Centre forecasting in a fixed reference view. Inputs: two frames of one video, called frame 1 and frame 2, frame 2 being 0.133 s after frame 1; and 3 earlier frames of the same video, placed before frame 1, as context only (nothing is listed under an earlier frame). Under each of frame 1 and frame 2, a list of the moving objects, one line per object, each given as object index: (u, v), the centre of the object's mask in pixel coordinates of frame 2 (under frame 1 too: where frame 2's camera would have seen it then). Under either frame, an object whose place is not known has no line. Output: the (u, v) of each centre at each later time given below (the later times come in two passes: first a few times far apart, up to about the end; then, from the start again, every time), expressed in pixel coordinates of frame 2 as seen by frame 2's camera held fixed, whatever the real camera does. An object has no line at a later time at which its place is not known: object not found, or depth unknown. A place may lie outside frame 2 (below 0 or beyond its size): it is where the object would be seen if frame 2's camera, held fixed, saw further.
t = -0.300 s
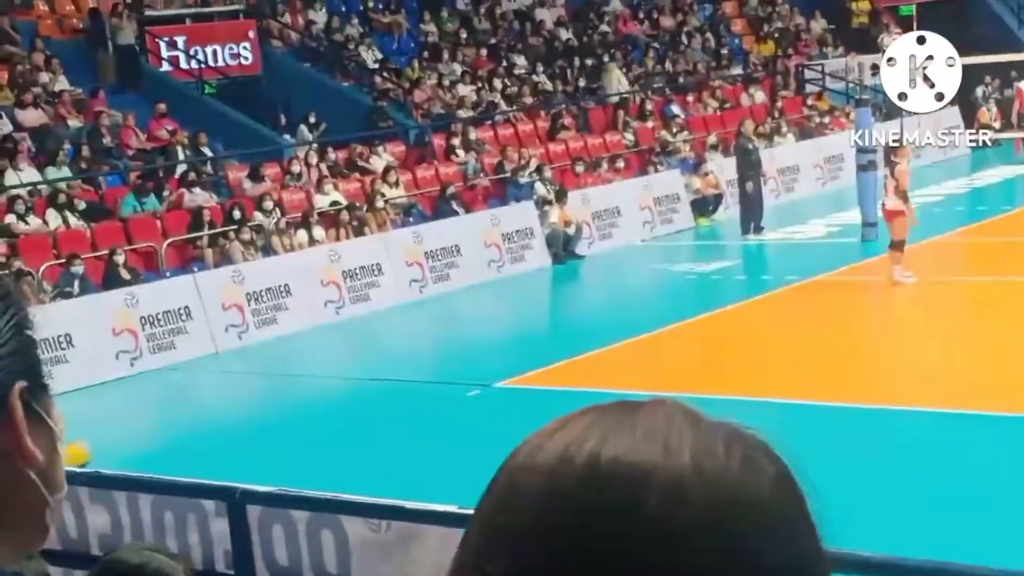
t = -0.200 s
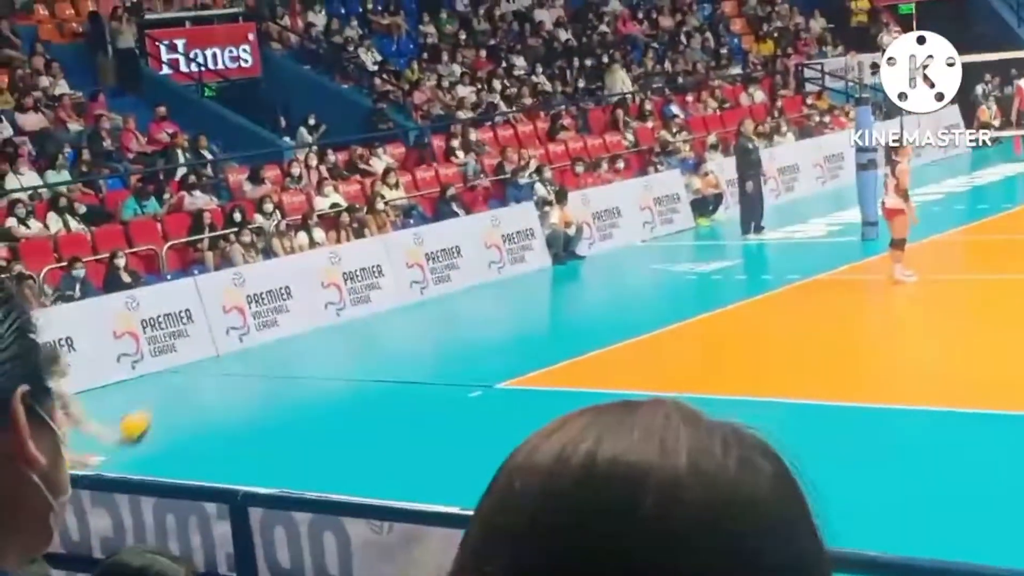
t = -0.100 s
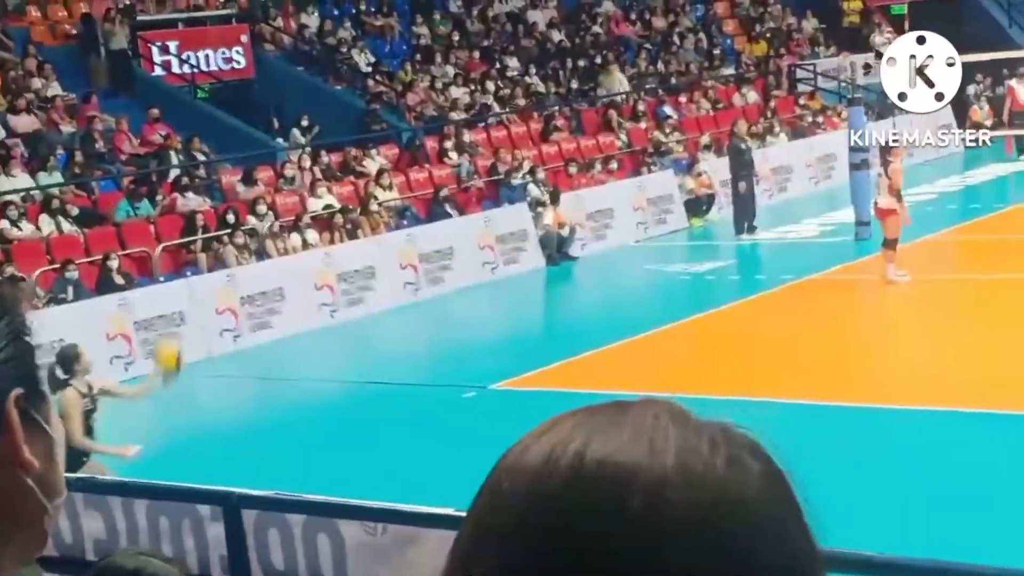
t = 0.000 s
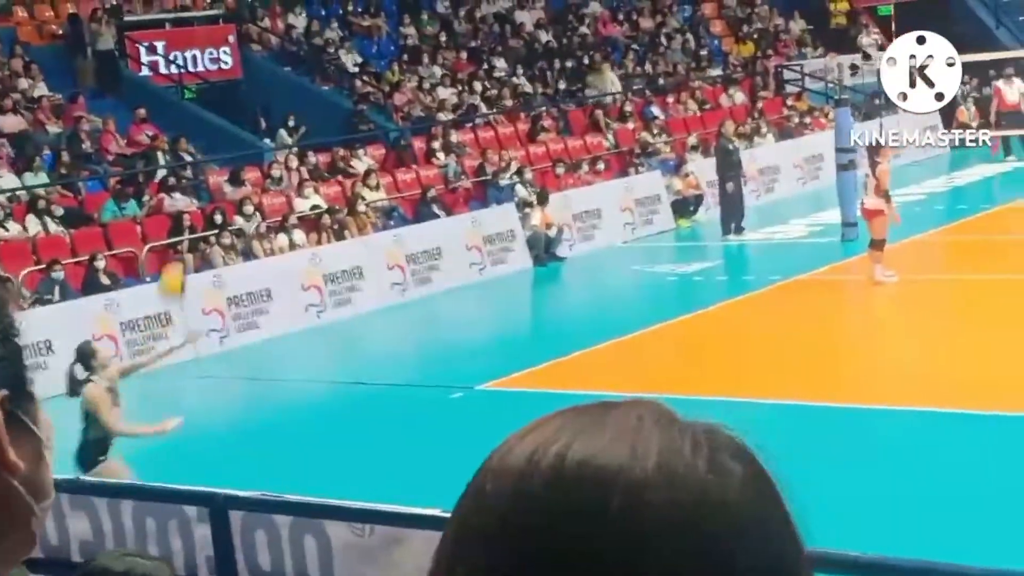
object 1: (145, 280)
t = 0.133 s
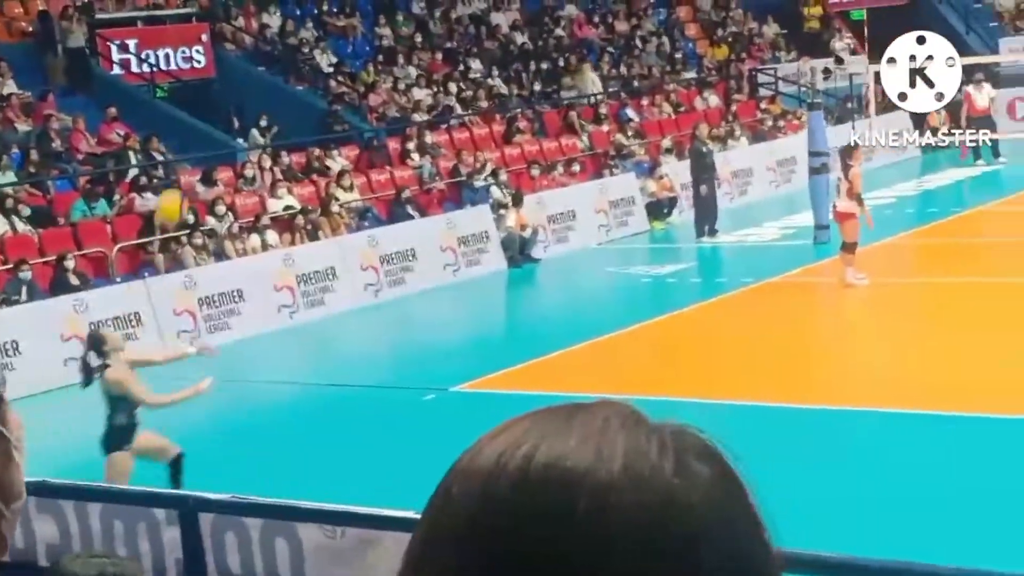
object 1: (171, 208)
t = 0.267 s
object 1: (201, 159)
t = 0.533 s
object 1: (269, 142)
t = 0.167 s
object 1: (179, 191)
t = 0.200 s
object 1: (186, 180)
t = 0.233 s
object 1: (192, 171)
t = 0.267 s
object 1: (201, 159)
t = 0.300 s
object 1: (208, 151)
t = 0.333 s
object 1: (216, 145)
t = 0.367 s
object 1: (224, 141)
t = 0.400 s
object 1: (232, 138)
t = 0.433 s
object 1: (242, 137)
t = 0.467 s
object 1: (251, 137)
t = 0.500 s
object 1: (260, 139)
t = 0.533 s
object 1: (269, 142)
